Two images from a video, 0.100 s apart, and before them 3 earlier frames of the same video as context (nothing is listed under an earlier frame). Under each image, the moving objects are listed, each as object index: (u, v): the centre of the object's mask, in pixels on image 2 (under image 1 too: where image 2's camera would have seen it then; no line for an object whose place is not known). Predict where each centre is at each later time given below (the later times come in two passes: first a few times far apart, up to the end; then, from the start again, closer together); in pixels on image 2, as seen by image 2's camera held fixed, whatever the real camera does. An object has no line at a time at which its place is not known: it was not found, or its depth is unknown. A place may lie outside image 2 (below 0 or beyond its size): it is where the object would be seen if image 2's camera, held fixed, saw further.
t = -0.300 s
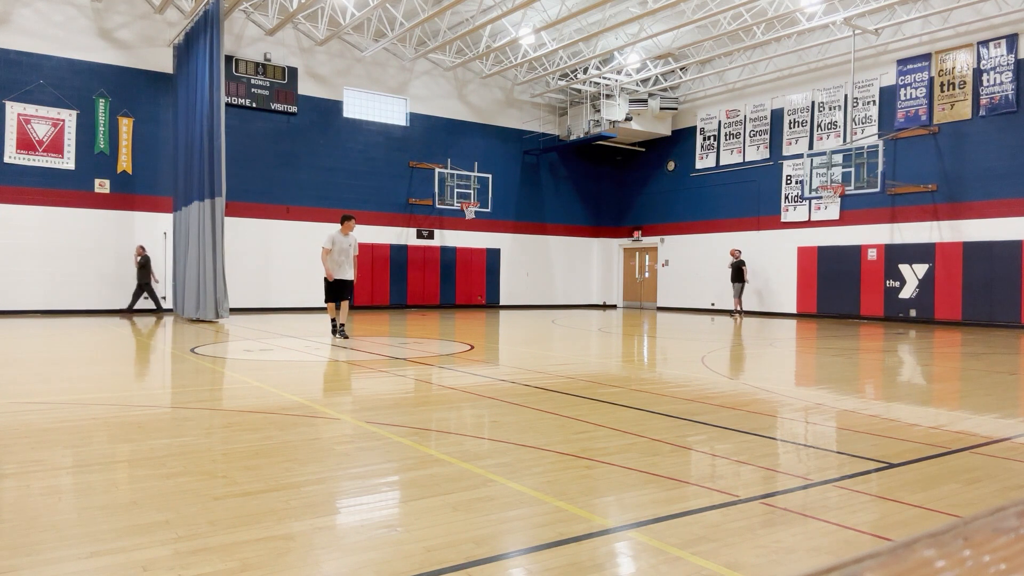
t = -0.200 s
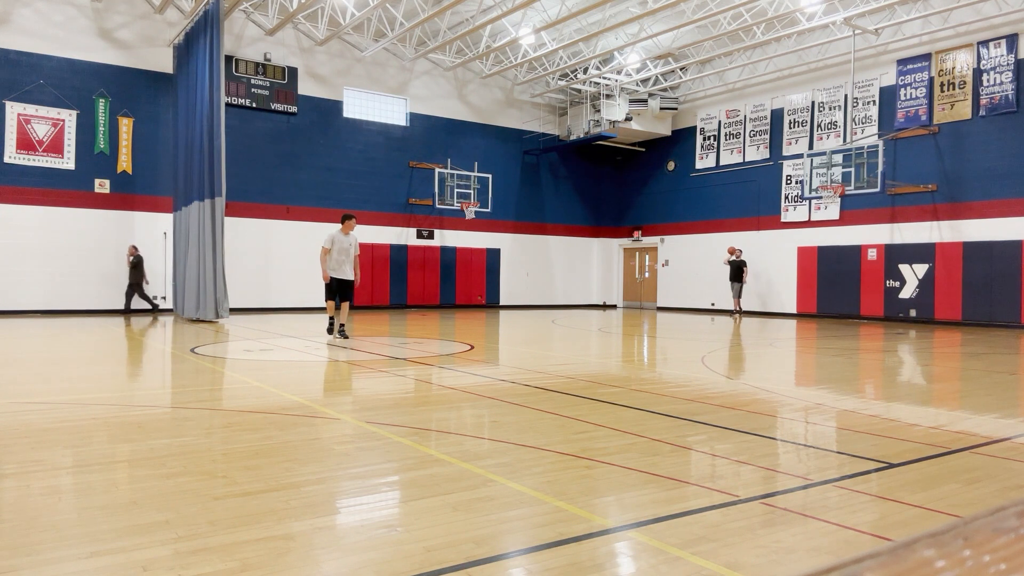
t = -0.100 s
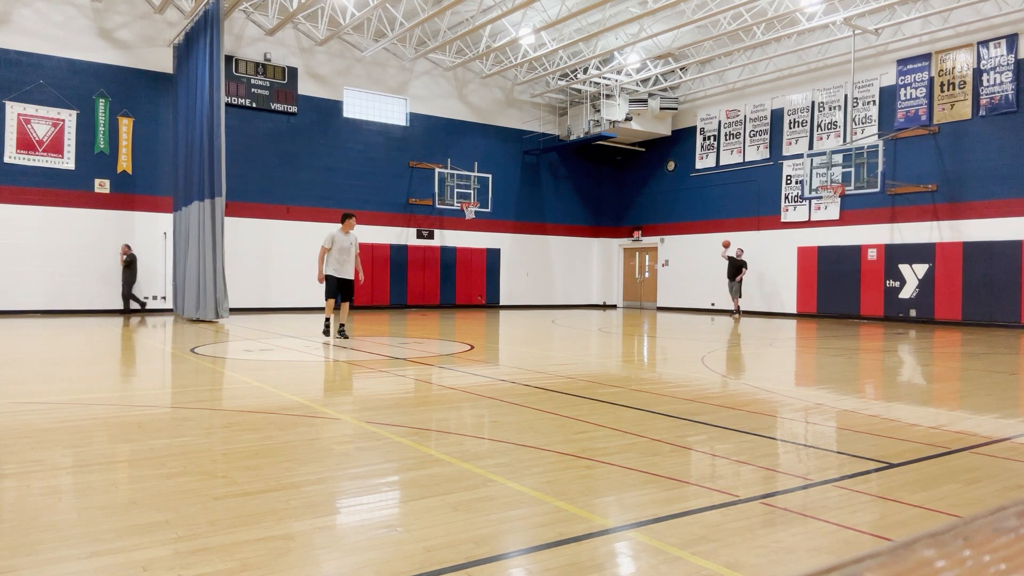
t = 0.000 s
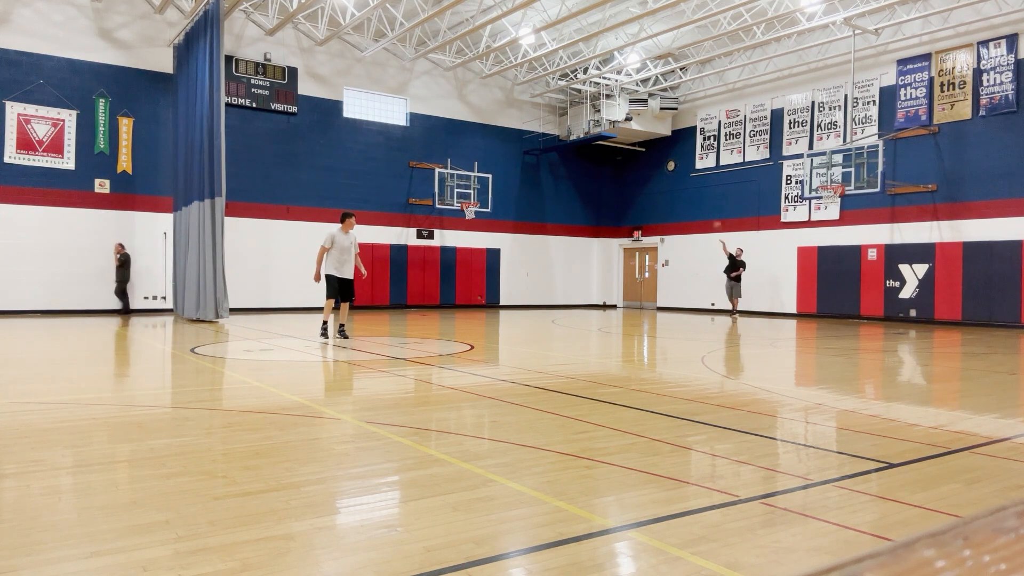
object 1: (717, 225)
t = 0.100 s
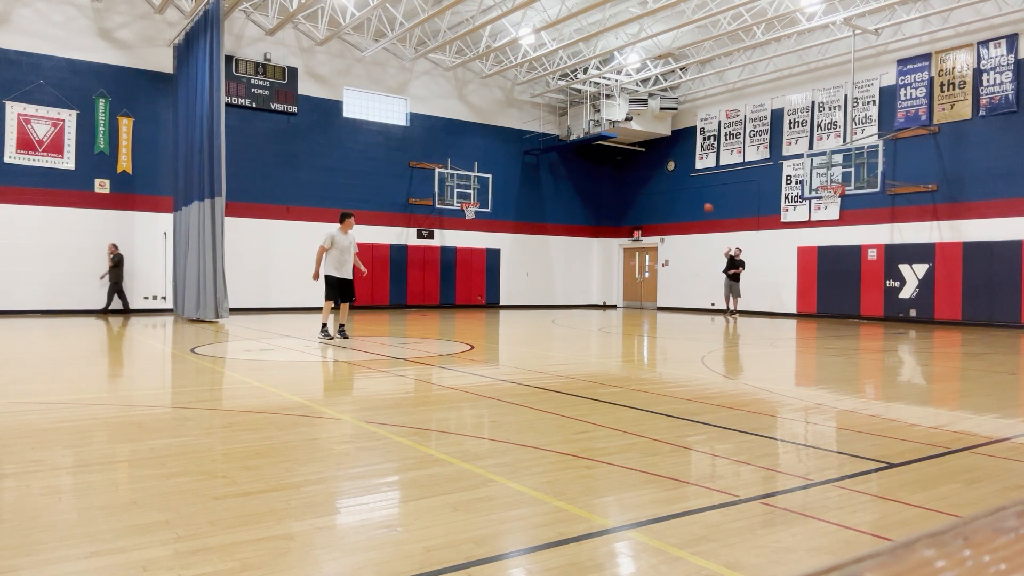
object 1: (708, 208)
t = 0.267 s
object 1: (692, 184)
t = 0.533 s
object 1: (661, 163)
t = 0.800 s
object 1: (625, 169)
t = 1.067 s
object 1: (580, 213)
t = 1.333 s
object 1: (524, 309)
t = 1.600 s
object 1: (487, 265)
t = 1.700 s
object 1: (474, 240)
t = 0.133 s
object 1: (705, 202)
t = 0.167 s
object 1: (702, 197)
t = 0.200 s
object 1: (698, 193)
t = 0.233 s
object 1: (695, 188)
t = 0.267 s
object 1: (692, 184)
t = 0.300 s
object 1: (688, 180)
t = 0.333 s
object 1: (685, 176)
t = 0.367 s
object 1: (681, 173)
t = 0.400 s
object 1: (677, 170)
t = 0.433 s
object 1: (673, 167)
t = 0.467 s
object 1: (669, 165)
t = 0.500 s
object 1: (665, 164)
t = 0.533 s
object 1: (661, 163)
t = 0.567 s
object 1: (657, 162)
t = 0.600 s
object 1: (653, 162)
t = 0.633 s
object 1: (648, 161)
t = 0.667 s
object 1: (644, 162)
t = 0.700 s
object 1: (639, 163)
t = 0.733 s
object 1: (634, 165)
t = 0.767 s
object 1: (630, 167)
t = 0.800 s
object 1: (625, 169)
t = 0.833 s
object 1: (619, 172)
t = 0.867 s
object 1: (614, 176)
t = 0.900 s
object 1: (609, 181)
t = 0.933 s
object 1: (603, 186)
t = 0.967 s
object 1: (598, 192)
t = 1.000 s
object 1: (592, 198)
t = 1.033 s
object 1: (586, 205)
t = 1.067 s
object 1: (580, 213)
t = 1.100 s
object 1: (573, 222)
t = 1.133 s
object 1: (568, 231)
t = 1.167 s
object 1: (560, 242)
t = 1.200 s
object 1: (554, 253)
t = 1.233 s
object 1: (547, 265)
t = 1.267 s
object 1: (539, 279)
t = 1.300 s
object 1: (532, 293)
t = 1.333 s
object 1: (524, 309)
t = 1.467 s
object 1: (502, 306)
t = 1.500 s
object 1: (498, 295)
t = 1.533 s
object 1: (494, 284)
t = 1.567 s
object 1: (491, 274)
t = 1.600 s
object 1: (487, 265)
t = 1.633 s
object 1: (482, 256)
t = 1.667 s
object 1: (478, 248)
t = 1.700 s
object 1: (474, 240)
